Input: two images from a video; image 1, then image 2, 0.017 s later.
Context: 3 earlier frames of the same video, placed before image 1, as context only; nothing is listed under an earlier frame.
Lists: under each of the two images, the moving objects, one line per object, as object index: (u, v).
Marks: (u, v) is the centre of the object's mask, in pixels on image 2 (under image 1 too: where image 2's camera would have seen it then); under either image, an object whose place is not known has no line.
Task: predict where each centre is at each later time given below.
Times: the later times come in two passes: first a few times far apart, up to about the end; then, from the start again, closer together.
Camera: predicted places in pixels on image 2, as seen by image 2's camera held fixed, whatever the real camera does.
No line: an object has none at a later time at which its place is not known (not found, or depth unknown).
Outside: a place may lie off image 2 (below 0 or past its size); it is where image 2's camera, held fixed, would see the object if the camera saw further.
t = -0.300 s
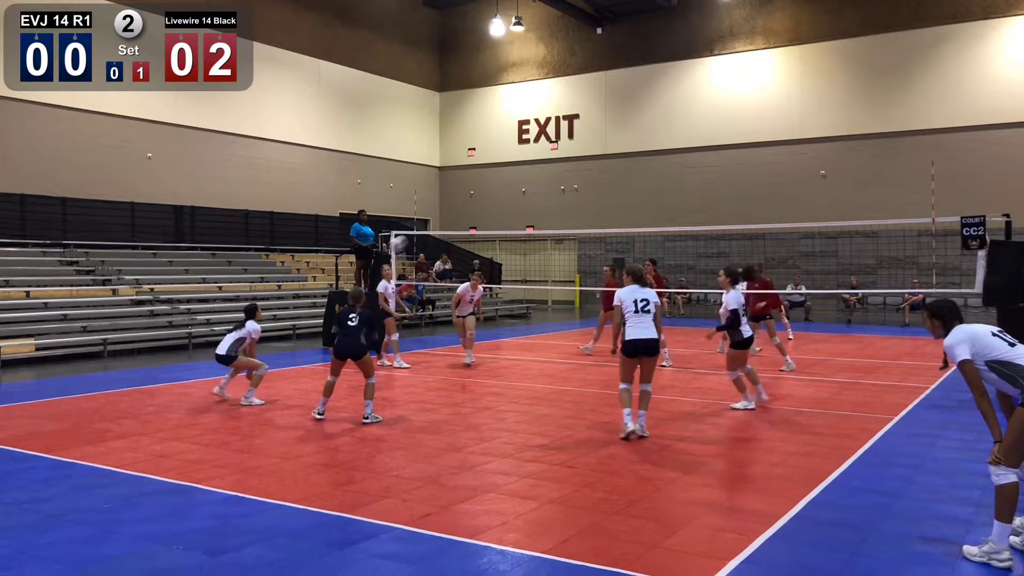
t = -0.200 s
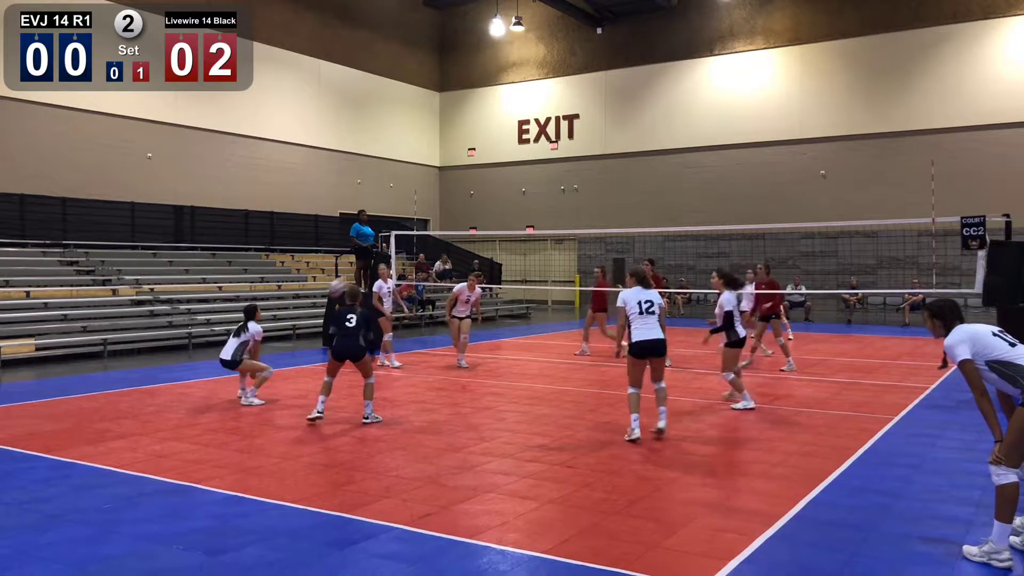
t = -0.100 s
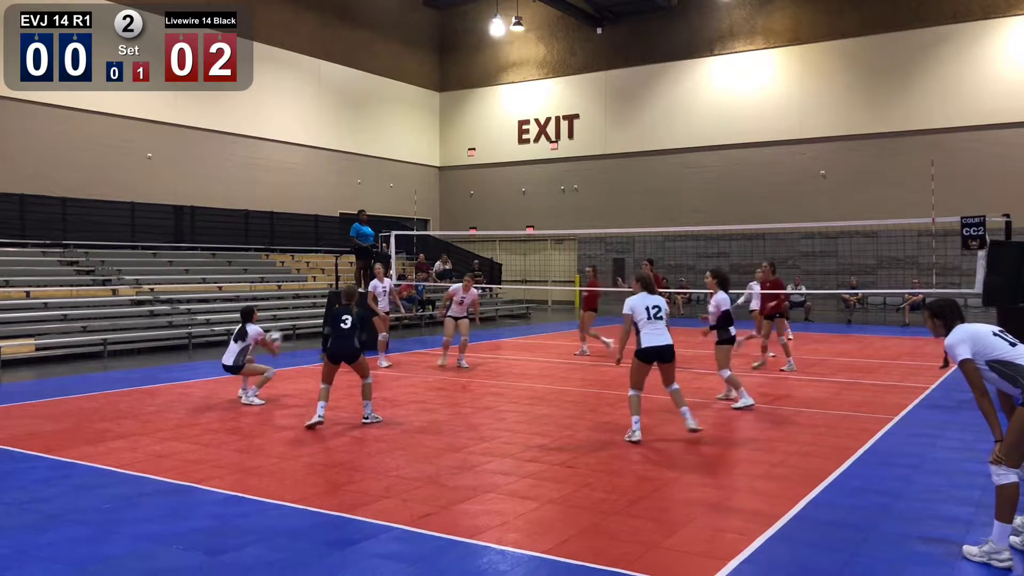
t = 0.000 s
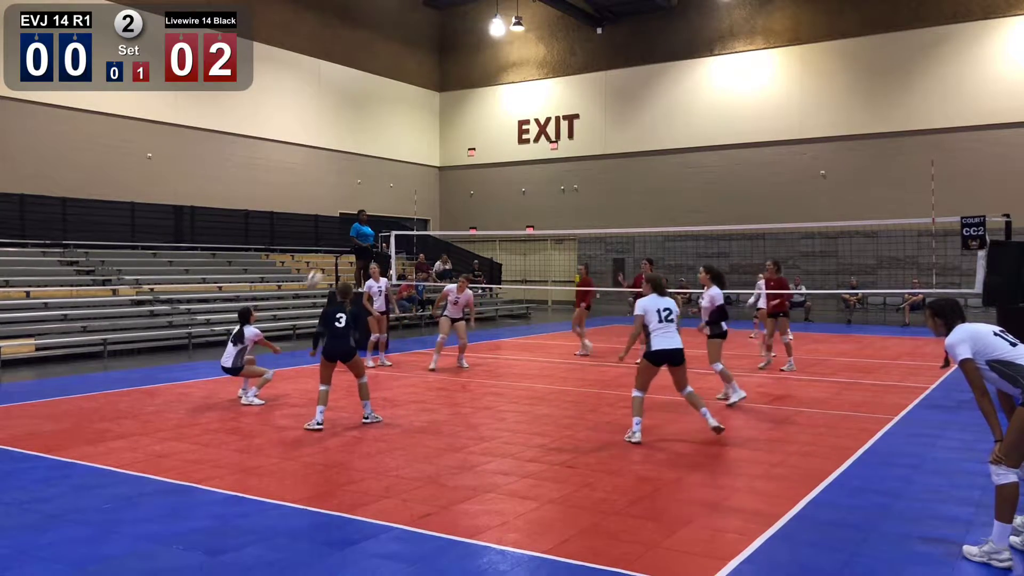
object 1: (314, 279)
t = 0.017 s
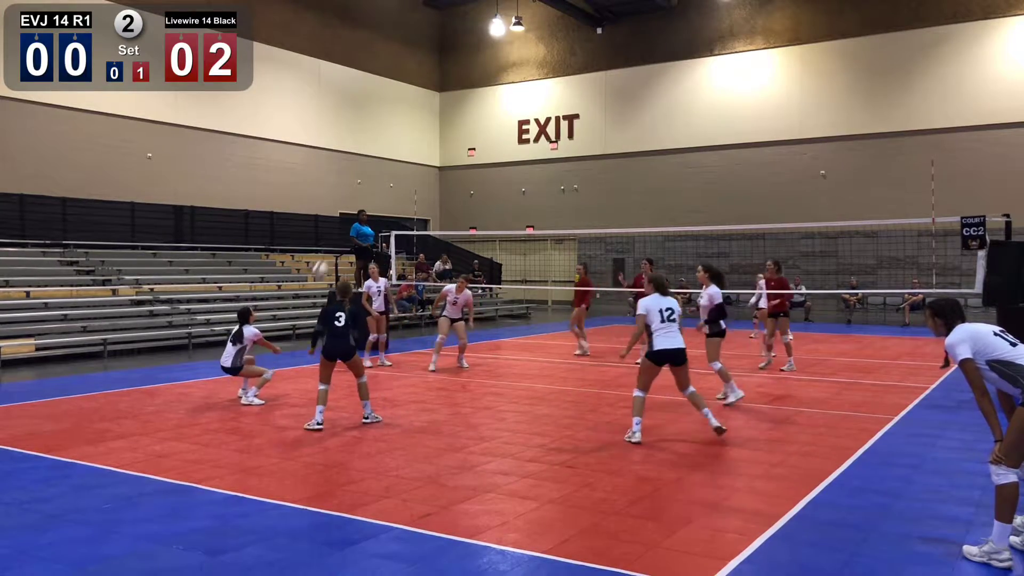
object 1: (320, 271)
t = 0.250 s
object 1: (404, 171)
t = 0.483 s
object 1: (482, 116)
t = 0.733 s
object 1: (556, 99)
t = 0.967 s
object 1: (619, 121)
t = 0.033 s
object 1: (326, 263)
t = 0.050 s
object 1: (333, 252)
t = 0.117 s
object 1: (356, 222)
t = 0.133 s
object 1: (364, 214)
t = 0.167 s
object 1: (375, 200)
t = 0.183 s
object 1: (382, 194)
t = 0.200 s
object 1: (388, 187)
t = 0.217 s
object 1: (393, 181)
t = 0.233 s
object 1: (399, 175)
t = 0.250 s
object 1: (404, 171)
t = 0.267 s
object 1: (411, 164)
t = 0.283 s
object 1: (417, 160)
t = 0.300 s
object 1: (422, 155)
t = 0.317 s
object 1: (428, 151)
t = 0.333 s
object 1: (434, 146)
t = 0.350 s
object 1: (439, 142)
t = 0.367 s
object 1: (445, 138)
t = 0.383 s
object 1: (450, 135)
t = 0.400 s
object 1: (455, 130)
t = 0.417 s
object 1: (460, 127)
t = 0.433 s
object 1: (465, 124)
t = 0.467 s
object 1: (476, 118)
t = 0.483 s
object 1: (482, 116)
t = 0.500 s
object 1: (486, 113)
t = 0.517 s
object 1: (492, 111)
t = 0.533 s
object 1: (497, 109)
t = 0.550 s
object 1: (502, 107)
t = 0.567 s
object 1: (507, 106)
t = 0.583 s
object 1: (512, 104)
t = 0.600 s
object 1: (517, 103)
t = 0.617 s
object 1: (522, 102)
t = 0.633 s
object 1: (527, 101)
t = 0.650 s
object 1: (532, 100)
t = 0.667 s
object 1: (537, 99)
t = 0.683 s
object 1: (542, 99)
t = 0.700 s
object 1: (547, 99)
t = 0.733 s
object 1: (556, 99)
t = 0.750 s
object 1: (560, 100)
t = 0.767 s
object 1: (565, 101)
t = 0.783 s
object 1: (570, 102)
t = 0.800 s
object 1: (574, 103)
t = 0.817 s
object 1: (578, 104)
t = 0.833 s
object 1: (584, 106)
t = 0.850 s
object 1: (589, 106)
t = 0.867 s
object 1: (593, 108)
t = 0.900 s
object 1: (602, 111)
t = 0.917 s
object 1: (606, 113)
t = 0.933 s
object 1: (610, 116)
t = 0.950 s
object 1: (615, 118)
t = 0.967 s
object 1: (619, 121)
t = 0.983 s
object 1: (624, 124)
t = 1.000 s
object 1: (628, 127)
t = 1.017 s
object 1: (632, 130)
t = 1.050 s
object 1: (640, 136)
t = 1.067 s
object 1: (645, 140)
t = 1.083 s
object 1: (649, 143)
